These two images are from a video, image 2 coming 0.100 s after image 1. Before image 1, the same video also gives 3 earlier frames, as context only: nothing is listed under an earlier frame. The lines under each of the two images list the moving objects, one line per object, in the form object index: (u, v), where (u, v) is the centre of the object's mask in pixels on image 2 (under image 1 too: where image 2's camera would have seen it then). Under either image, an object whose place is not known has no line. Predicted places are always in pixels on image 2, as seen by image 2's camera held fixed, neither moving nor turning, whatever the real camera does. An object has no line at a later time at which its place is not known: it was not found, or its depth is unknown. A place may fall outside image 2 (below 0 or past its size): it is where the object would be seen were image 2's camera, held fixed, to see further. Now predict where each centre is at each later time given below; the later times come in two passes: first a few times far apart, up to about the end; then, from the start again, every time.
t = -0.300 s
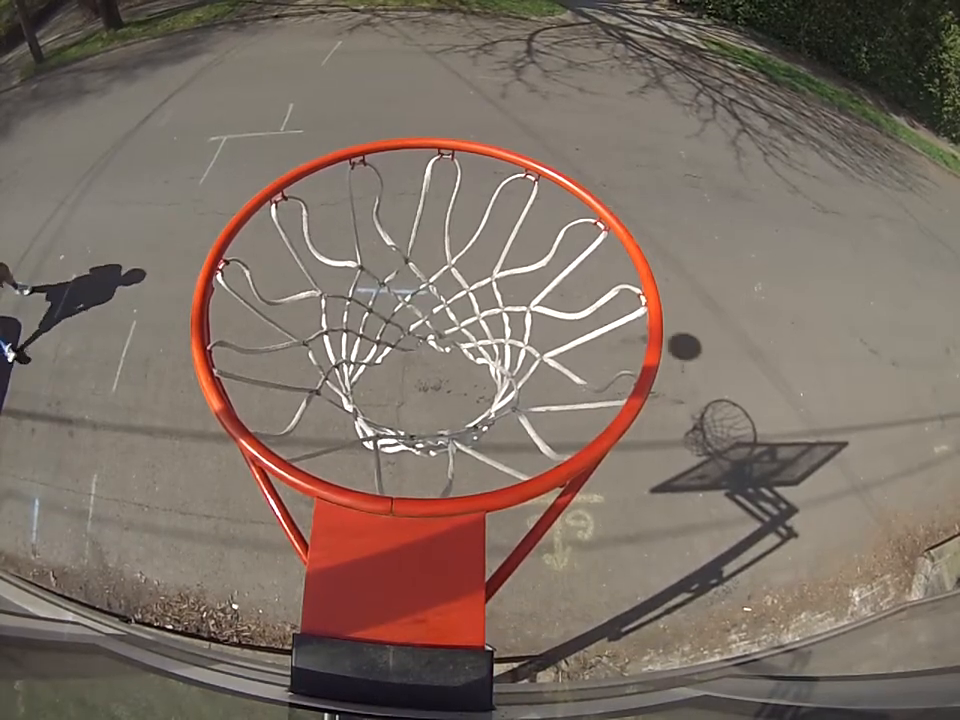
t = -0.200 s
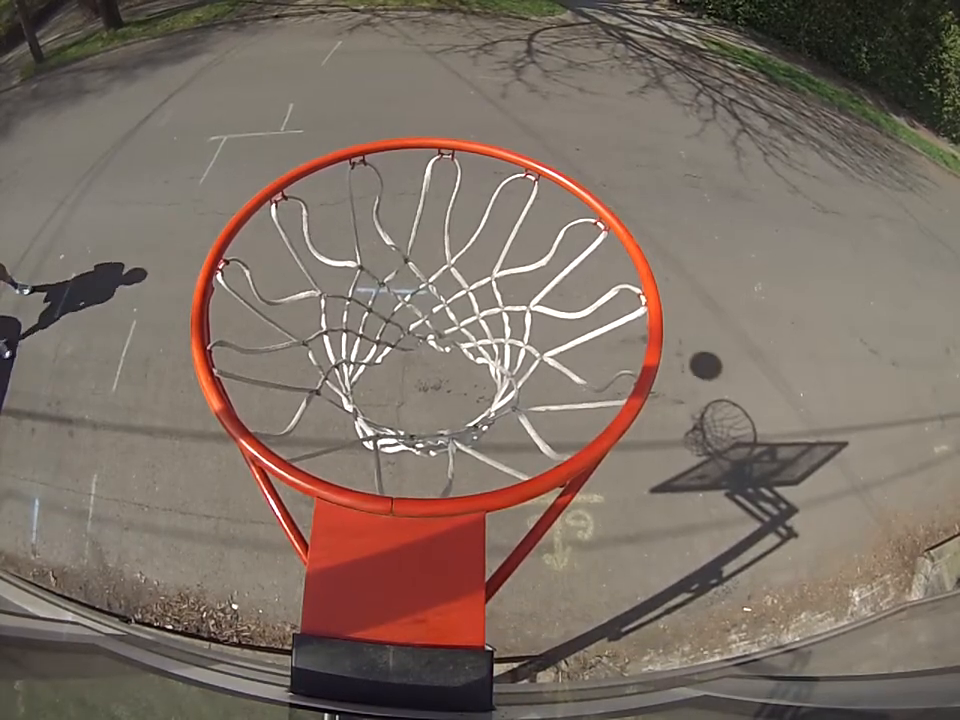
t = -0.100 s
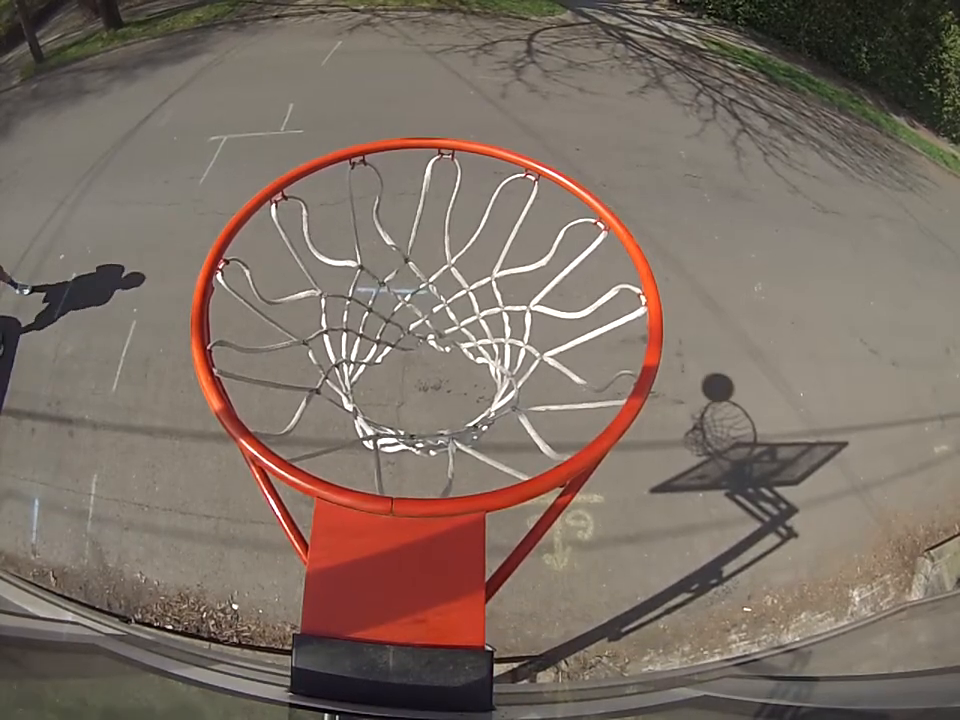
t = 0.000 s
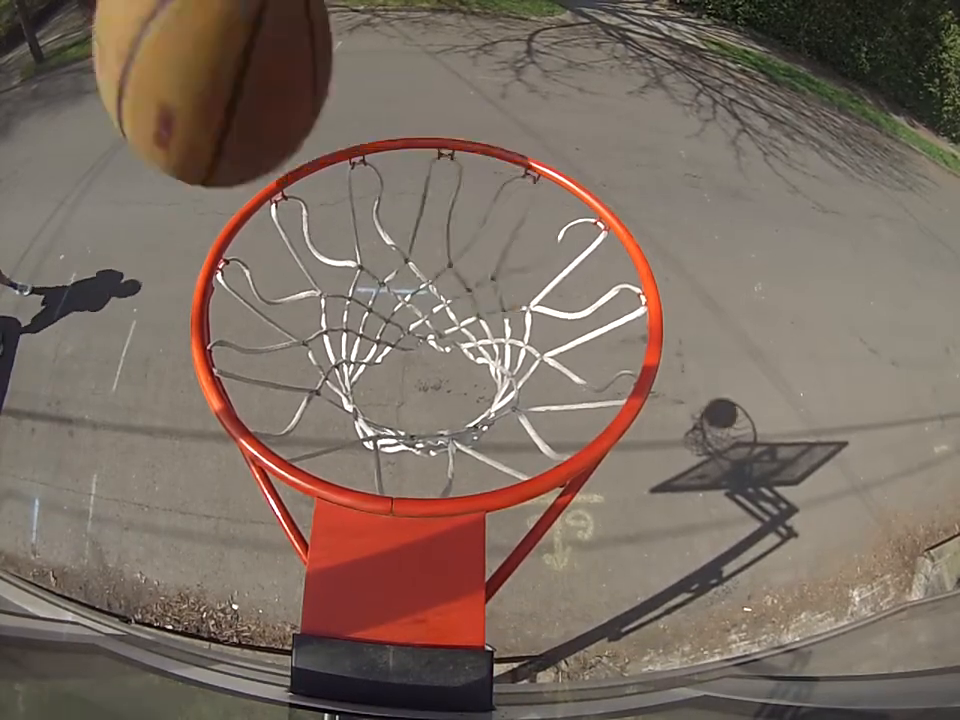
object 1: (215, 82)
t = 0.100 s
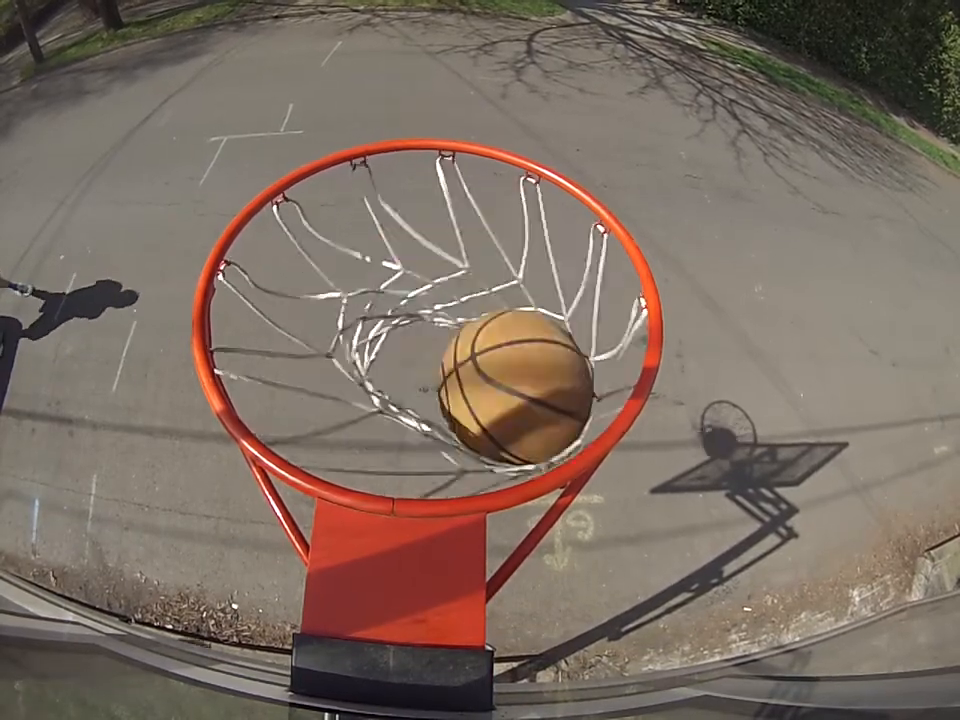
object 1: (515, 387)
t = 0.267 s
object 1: (573, 516)
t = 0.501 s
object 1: (559, 576)
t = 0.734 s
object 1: (551, 629)
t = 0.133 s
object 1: (530, 413)
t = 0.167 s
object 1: (534, 430)
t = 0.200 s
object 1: (554, 461)
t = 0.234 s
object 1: (576, 508)
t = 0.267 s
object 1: (573, 516)
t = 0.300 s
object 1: (577, 528)
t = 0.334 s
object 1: (574, 541)
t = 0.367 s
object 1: (570, 546)
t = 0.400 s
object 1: (565, 553)
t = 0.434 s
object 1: (564, 564)
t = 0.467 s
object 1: (562, 571)
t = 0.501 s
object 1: (559, 576)
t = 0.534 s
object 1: (557, 582)
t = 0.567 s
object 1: (554, 587)
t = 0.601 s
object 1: (551, 591)
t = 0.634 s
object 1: (551, 598)
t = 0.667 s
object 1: (552, 606)
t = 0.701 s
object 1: (552, 617)
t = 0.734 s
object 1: (551, 629)
